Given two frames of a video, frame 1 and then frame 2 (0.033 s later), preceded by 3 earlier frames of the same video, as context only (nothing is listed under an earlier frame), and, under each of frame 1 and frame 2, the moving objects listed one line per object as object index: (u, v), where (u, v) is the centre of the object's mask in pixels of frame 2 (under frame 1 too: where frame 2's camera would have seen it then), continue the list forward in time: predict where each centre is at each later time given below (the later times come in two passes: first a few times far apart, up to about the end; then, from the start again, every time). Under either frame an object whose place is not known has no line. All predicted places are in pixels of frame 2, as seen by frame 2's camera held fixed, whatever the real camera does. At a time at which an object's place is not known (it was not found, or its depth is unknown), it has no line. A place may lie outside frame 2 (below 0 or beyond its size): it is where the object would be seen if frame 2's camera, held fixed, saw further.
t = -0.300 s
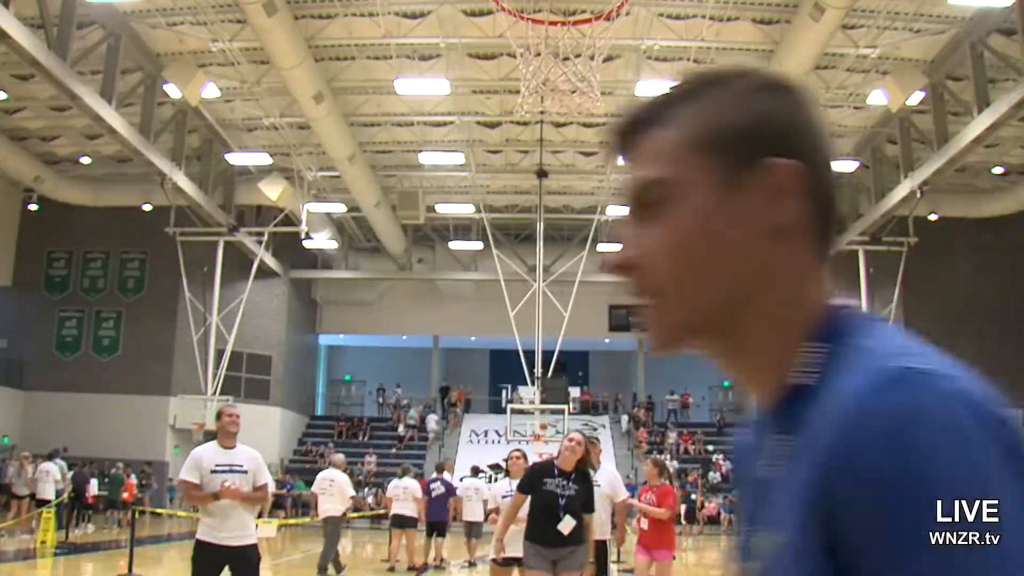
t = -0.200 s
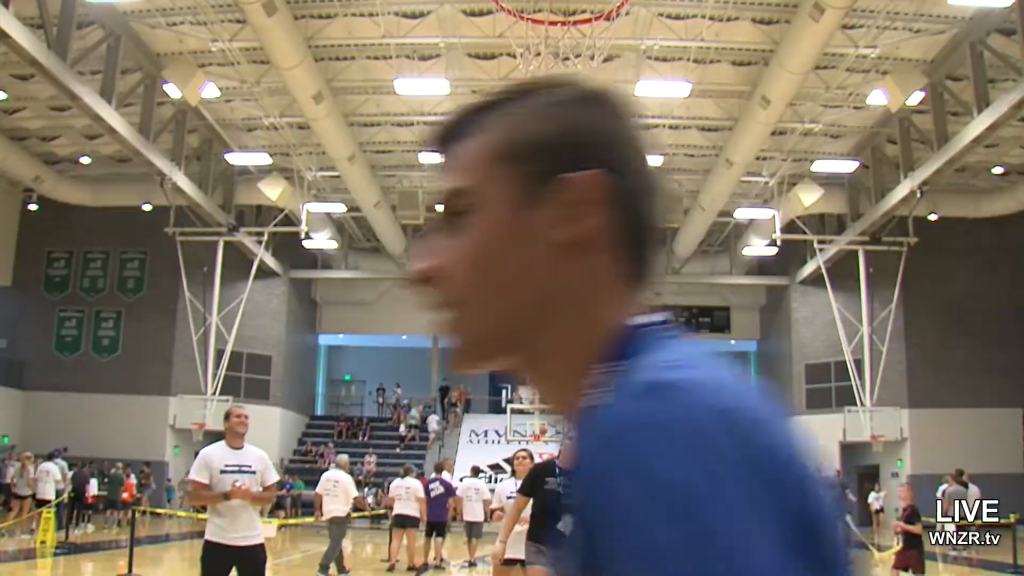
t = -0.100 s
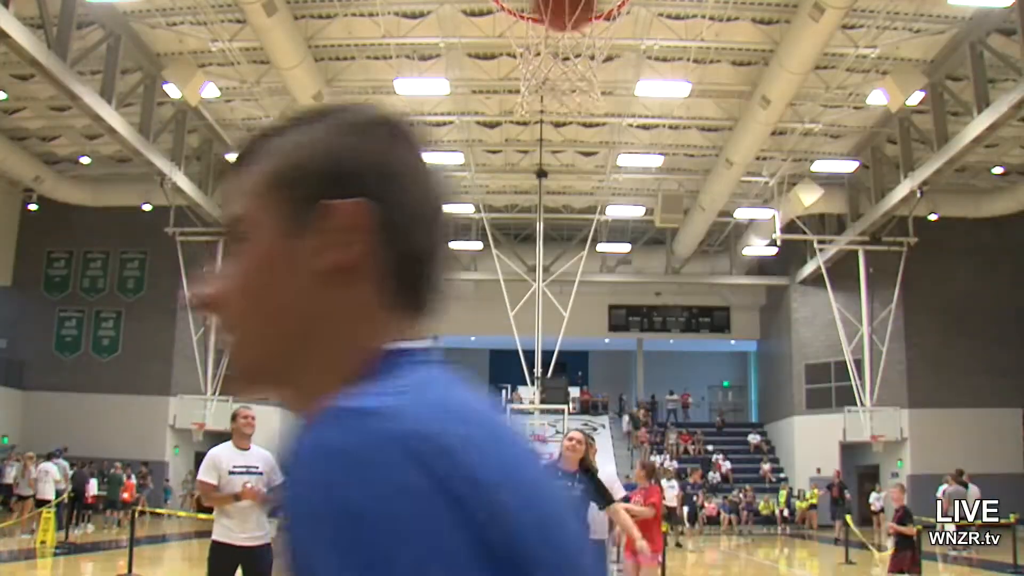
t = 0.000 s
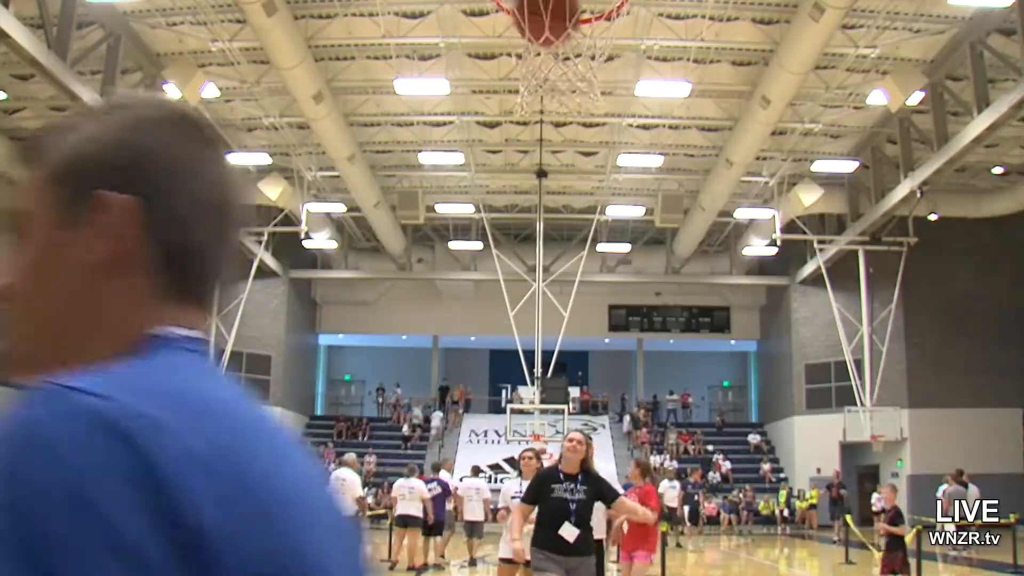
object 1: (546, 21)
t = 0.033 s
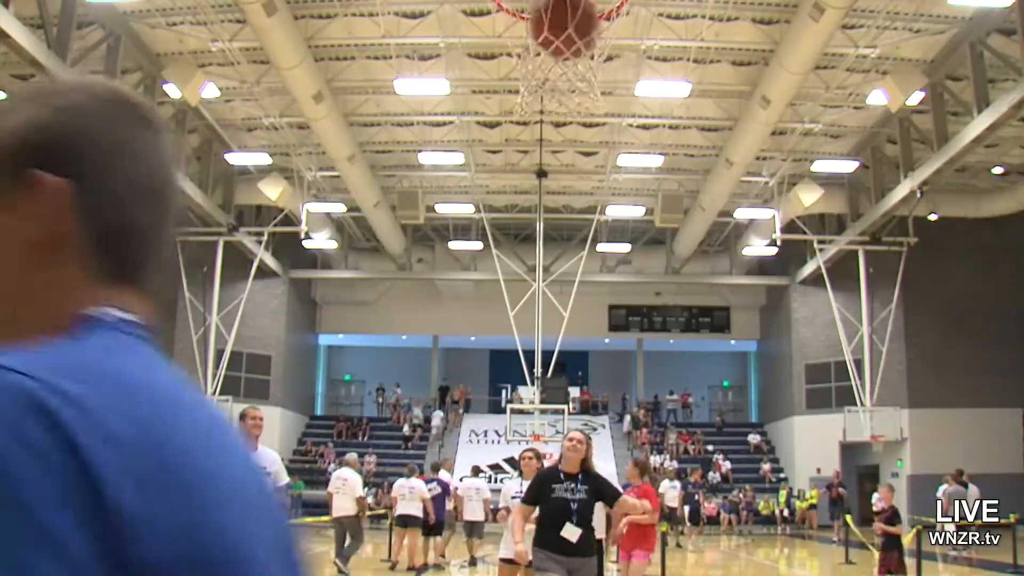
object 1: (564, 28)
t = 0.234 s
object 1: (620, 57)
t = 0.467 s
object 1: (577, 119)
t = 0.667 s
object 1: (518, 263)
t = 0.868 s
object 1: (454, 540)
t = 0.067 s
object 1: (583, 35)
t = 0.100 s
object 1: (597, 39)
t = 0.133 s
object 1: (607, 63)
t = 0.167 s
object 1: (611, 58)
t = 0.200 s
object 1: (616, 56)
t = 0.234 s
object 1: (620, 57)
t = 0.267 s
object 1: (621, 61)
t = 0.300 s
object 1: (619, 67)
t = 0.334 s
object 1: (614, 76)
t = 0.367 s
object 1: (607, 86)
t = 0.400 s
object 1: (598, 97)
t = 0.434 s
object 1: (587, 108)
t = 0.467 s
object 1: (577, 119)
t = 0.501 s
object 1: (566, 130)
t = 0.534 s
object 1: (557, 150)
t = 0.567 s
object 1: (547, 174)
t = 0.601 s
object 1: (538, 203)
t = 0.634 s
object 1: (529, 232)
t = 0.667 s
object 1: (518, 263)
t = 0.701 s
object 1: (507, 305)
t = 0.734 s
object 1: (497, 346)
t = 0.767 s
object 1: (487, 383)
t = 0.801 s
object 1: (477, 431)
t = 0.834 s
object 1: (465, 490)
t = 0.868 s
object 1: (454, 540)
